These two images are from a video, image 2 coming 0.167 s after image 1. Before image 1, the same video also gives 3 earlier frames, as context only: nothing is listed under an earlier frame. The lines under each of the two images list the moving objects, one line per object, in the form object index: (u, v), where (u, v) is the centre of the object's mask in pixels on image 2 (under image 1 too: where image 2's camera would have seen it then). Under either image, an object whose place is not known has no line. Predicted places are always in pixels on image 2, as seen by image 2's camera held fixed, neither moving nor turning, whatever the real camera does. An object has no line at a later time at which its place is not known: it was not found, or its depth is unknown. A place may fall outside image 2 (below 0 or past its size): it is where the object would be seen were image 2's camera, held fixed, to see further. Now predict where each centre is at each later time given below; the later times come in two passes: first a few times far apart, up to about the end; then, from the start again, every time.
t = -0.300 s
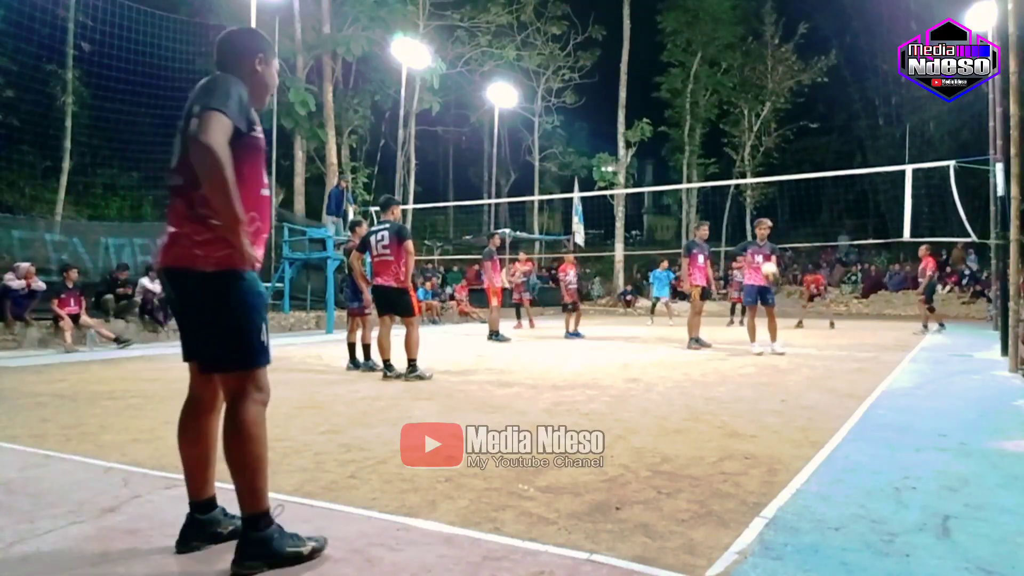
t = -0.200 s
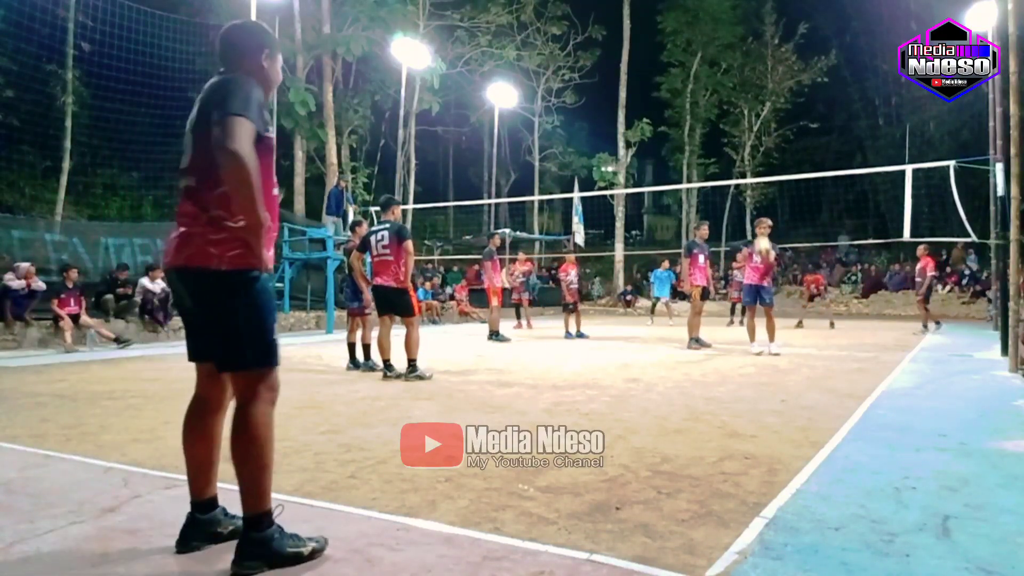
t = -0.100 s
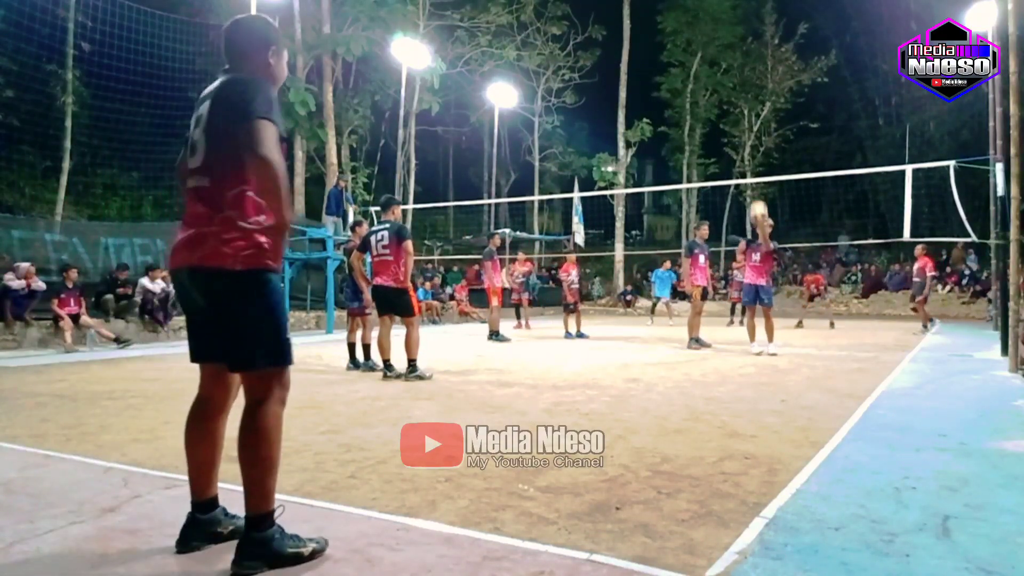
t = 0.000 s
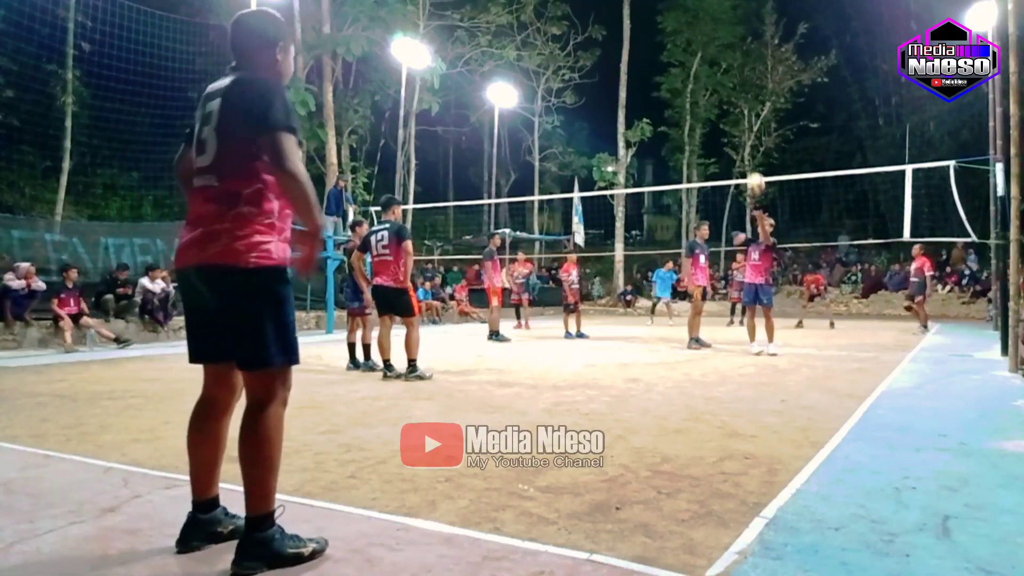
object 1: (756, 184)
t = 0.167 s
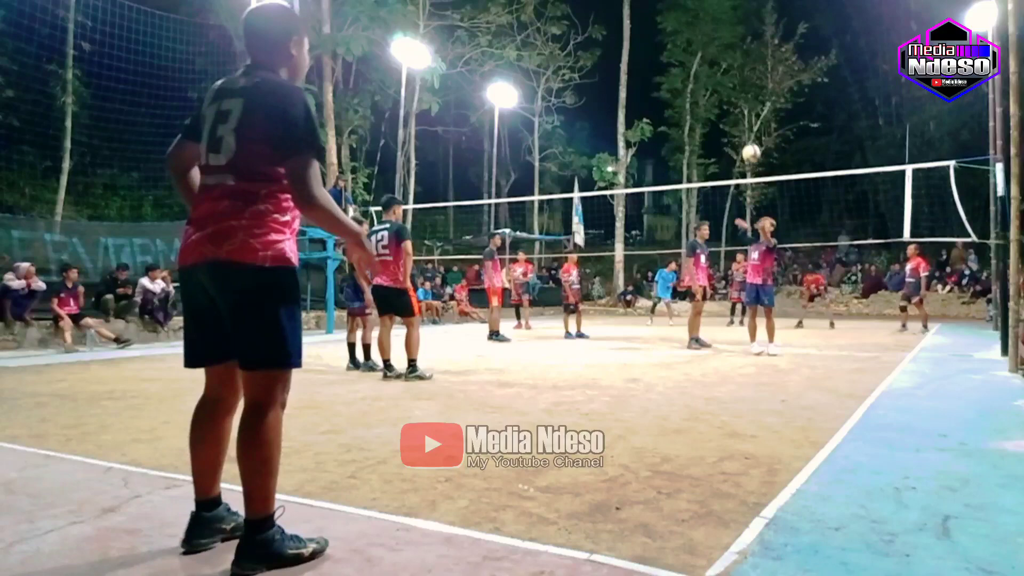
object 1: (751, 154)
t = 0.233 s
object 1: (750, 147)
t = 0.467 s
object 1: (744, 152)
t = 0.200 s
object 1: (750, 150)
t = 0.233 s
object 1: (750, 147)
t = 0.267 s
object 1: (748, 146)
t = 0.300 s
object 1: (748, 145)
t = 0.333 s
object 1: (747, 145)
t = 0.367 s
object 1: (746, 145)
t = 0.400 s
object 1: (745, 146)
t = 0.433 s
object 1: (745, 149)
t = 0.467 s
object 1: (744, 152)
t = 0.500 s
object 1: (743, 156)
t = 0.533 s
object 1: (742, 161)
